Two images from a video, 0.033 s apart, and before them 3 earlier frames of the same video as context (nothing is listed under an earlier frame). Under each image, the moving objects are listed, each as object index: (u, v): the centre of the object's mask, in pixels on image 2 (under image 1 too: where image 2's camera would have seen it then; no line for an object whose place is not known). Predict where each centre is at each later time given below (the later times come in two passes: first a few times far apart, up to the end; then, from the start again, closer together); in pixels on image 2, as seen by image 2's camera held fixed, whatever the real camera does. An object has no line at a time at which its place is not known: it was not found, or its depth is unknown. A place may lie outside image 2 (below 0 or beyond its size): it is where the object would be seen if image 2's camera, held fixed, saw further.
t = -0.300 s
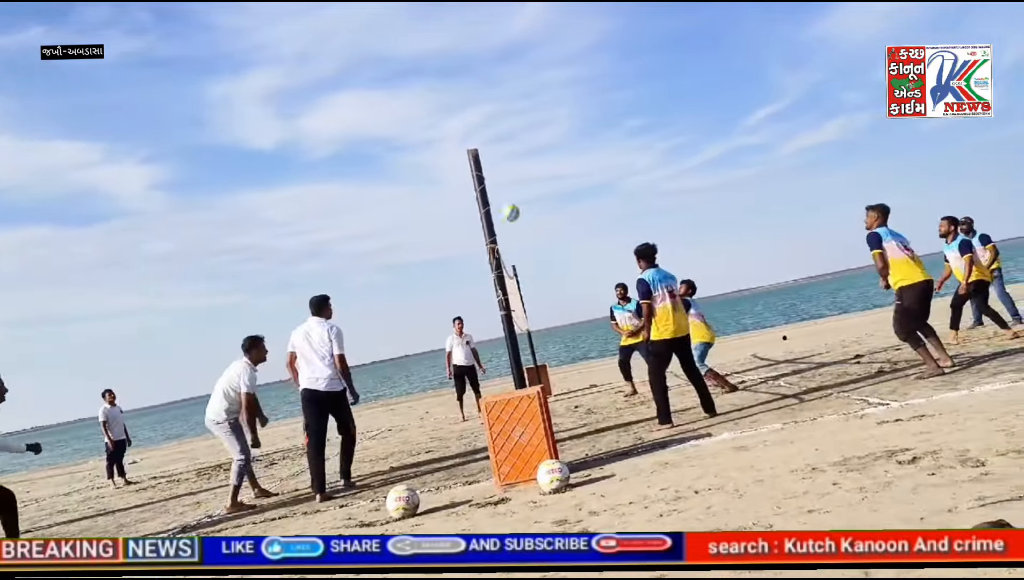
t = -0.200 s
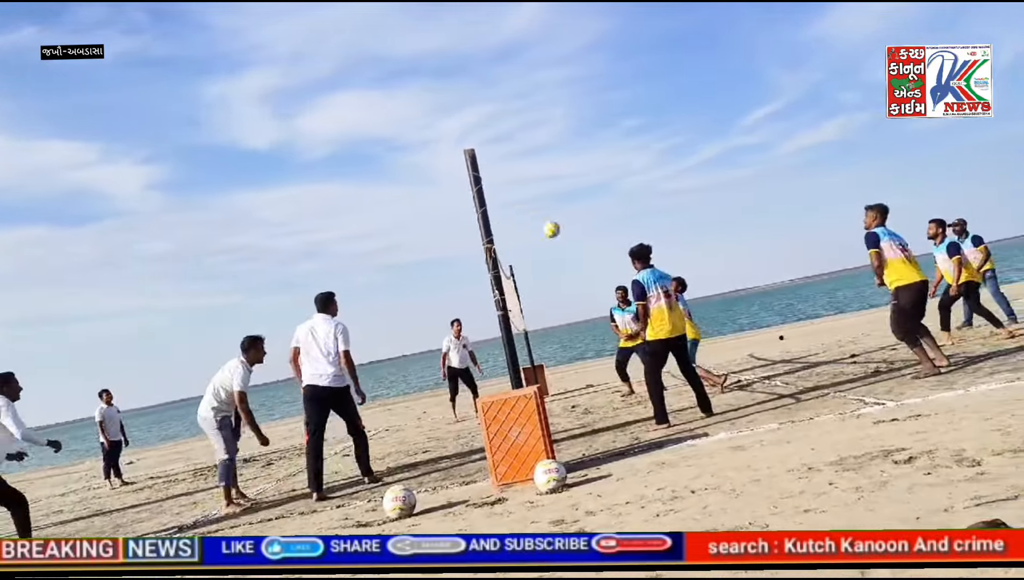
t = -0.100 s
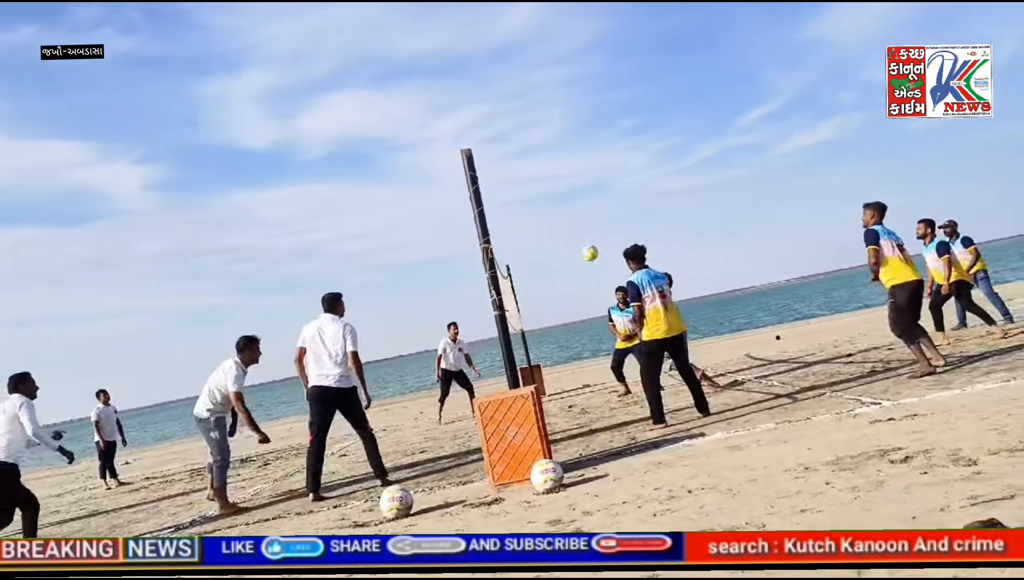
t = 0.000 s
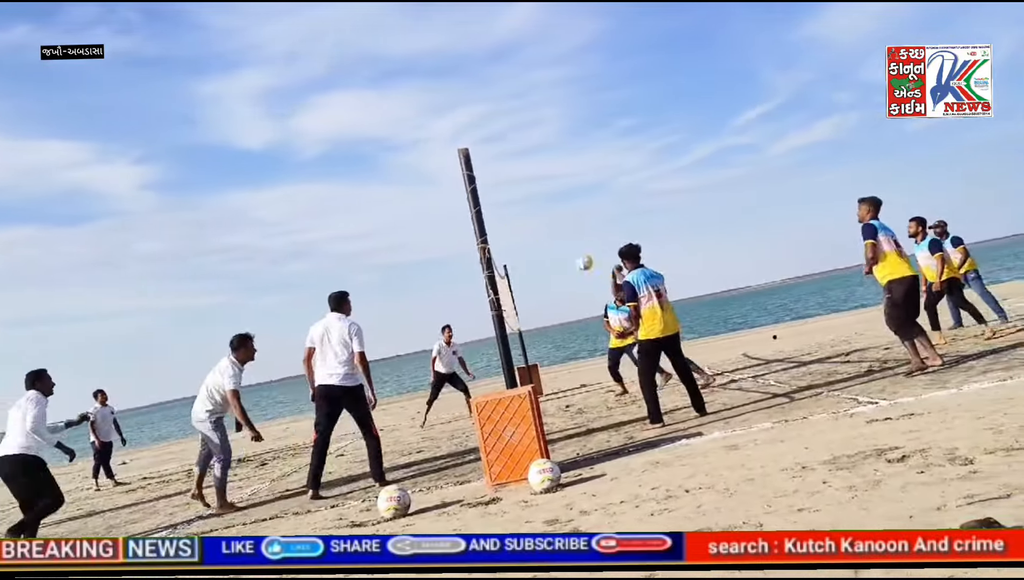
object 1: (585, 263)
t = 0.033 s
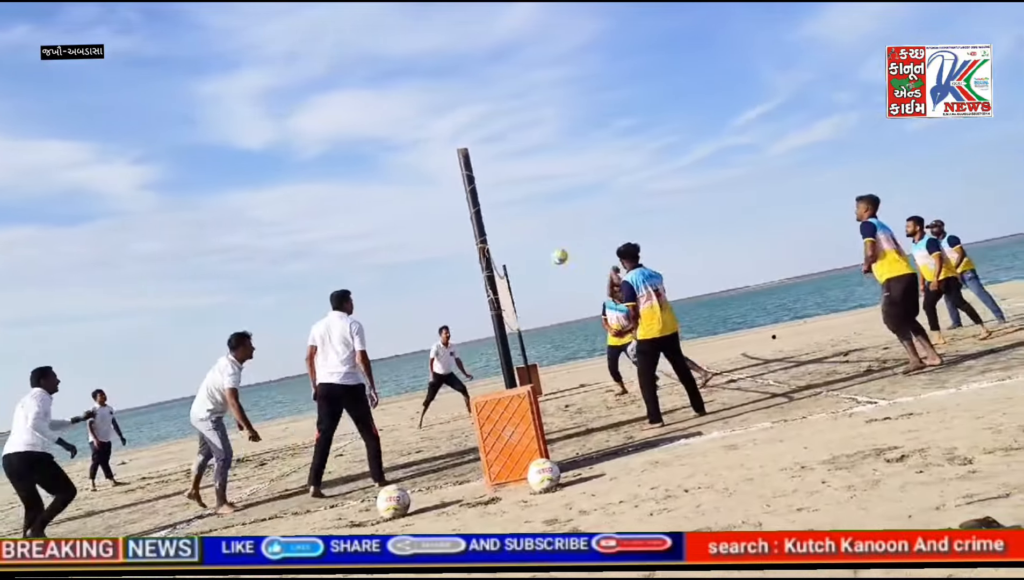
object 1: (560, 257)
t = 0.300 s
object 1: (365, 240)
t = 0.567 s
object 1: (179, 281)
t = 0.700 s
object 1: (84, 326)
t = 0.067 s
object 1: (534, 252)
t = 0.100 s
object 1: (509, 248)
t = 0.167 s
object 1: (461, 243)
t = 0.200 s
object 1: (437, 241)
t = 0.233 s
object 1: (413, 240)
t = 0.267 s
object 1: (389, 239)
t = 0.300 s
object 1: (365, 240)
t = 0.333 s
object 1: (342, 243)
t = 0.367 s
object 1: (318, 246)
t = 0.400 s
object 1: (295, 250)
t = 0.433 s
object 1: (272, 255)
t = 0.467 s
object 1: (249, 259)
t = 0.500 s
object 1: (226, 266)
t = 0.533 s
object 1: (202, 273)
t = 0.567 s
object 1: (179, 281)
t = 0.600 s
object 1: (154, 291)
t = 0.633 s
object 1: (130, 302)
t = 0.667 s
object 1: (108, 313)
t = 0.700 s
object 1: (84, 326)
